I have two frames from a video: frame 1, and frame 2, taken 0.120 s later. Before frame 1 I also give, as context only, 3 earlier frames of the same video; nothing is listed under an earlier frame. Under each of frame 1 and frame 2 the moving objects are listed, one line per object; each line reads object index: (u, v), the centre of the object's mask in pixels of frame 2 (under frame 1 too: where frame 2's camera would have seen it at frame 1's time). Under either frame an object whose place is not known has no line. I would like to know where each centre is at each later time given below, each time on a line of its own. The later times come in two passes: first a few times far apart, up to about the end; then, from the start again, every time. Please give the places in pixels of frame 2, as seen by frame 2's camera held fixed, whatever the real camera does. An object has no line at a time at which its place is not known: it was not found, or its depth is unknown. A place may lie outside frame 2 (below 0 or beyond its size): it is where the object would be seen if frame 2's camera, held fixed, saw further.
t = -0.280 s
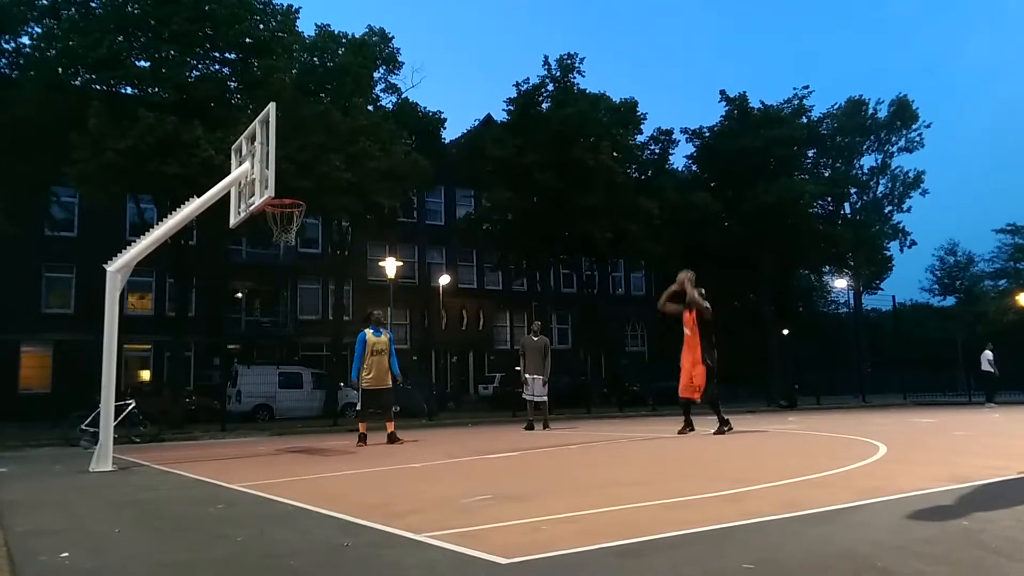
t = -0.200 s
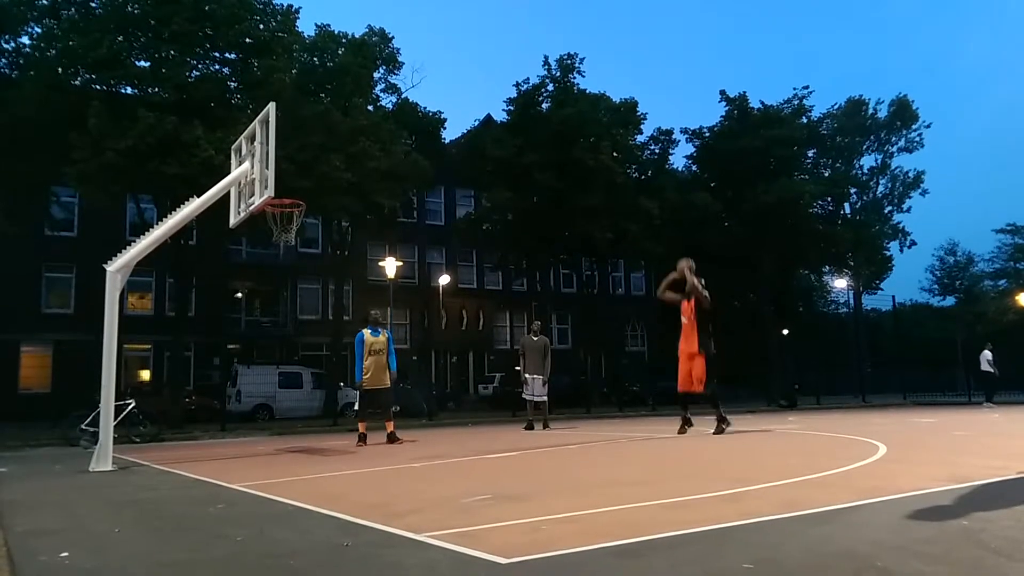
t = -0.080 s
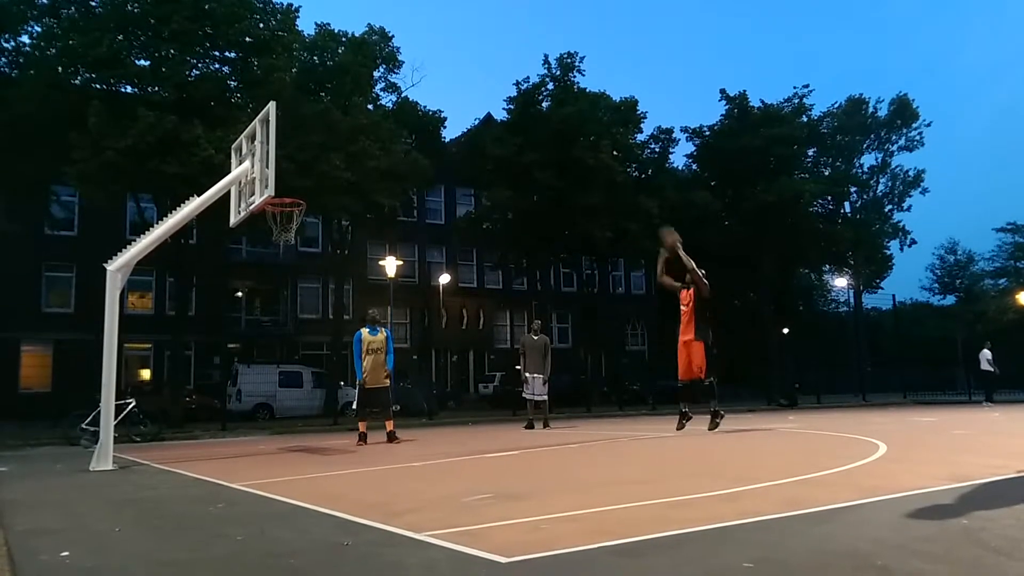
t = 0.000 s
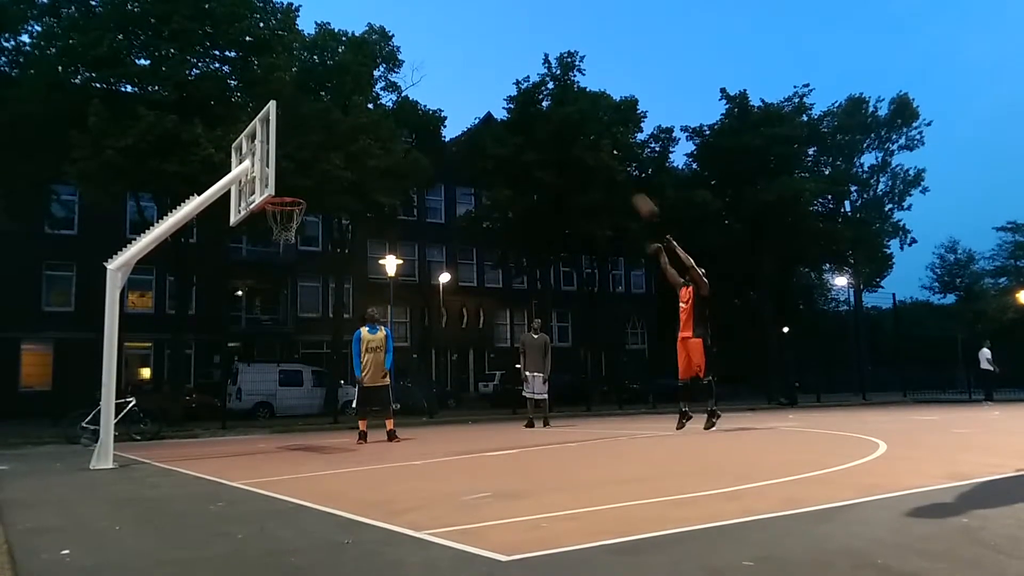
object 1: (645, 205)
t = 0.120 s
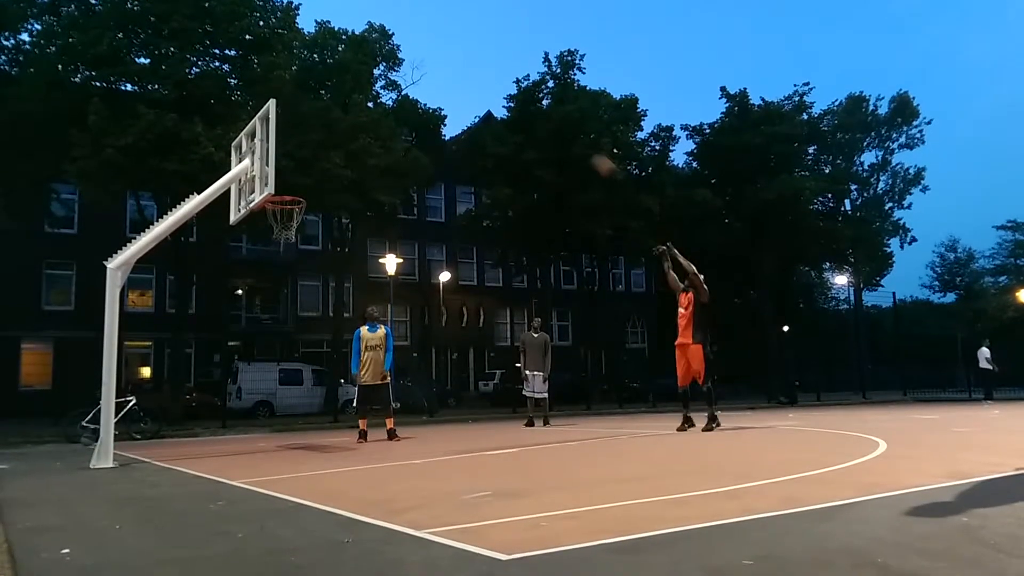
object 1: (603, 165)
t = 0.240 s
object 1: (564, 136)
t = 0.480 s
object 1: (485, 110)
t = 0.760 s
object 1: (392, 130)
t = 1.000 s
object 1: (308, 191)
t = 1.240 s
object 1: (284, 173)
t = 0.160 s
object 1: (591, 155)
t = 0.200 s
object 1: (577, 146)
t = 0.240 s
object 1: (564, 136)
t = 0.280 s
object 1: (551, 129)
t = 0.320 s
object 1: (538, 123)
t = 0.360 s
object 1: (524, 118)
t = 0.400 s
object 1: (512, 114)
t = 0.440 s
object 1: (499, 111)
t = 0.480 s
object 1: (485, 110)
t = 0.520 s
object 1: (470, 110)
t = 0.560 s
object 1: (457, 111)
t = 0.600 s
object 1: (444, 112)
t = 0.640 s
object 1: (430, 115)
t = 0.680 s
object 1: (417, 118)
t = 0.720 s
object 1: (405, 123)
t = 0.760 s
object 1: (392, 130)
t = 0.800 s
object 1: (377, 137)
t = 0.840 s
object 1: (363, 146)
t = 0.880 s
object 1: (349, 156)
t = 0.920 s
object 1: (335, 167)
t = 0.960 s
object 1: (321, 180)
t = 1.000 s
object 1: (308, 191)
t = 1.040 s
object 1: (301, 190)
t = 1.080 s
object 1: (297, 185)
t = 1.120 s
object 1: (293, 181)
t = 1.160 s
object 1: (289, 176)
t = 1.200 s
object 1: (286, 174)
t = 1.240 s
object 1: (284, 173)
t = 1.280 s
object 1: (281, 173)
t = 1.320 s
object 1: (279, 173)
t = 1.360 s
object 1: (277, 176)
